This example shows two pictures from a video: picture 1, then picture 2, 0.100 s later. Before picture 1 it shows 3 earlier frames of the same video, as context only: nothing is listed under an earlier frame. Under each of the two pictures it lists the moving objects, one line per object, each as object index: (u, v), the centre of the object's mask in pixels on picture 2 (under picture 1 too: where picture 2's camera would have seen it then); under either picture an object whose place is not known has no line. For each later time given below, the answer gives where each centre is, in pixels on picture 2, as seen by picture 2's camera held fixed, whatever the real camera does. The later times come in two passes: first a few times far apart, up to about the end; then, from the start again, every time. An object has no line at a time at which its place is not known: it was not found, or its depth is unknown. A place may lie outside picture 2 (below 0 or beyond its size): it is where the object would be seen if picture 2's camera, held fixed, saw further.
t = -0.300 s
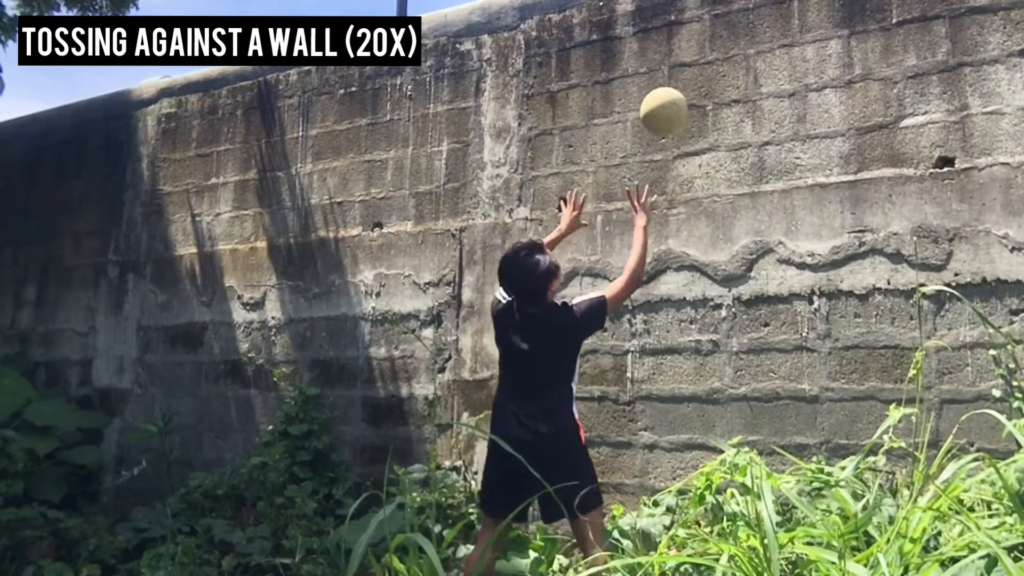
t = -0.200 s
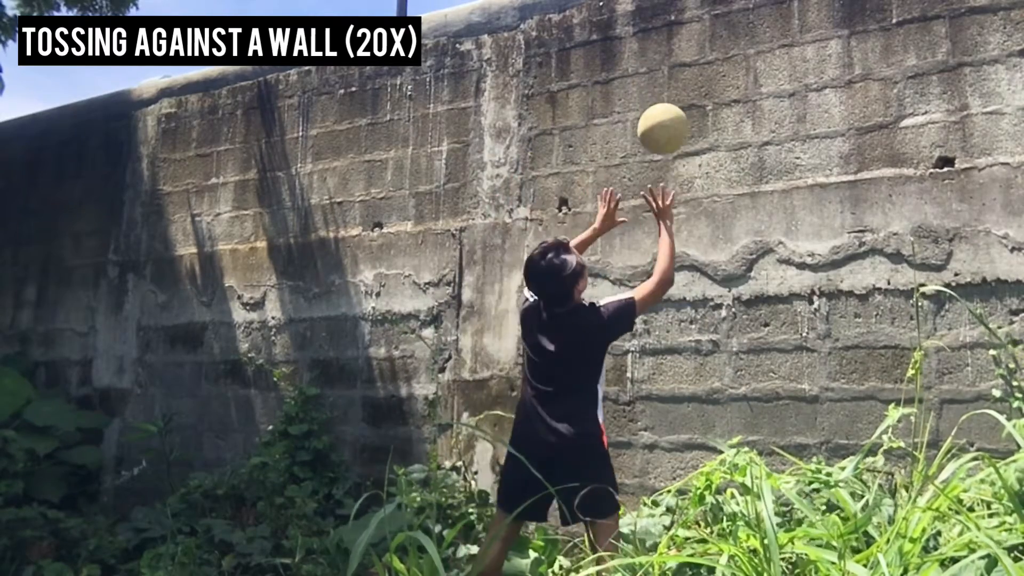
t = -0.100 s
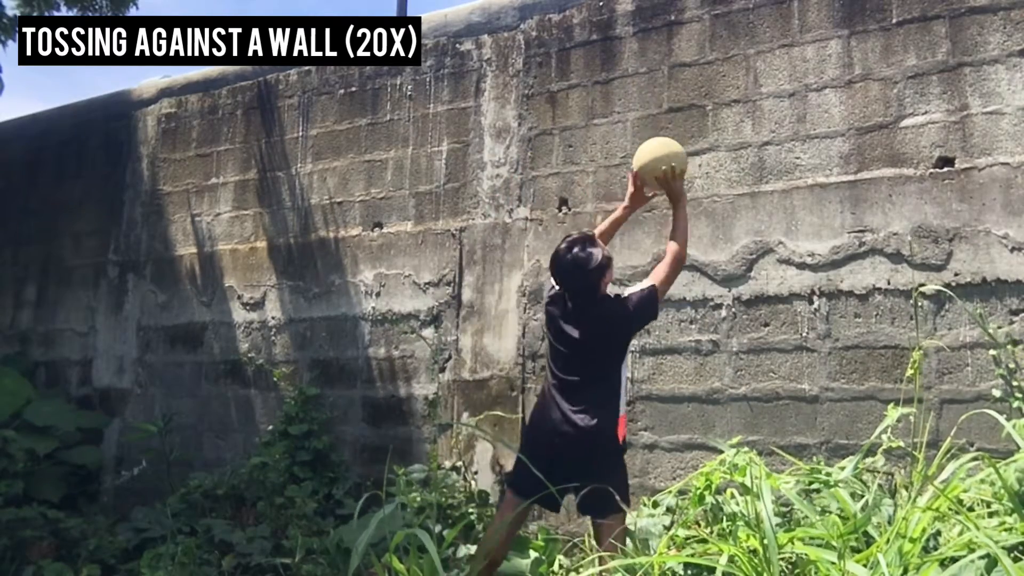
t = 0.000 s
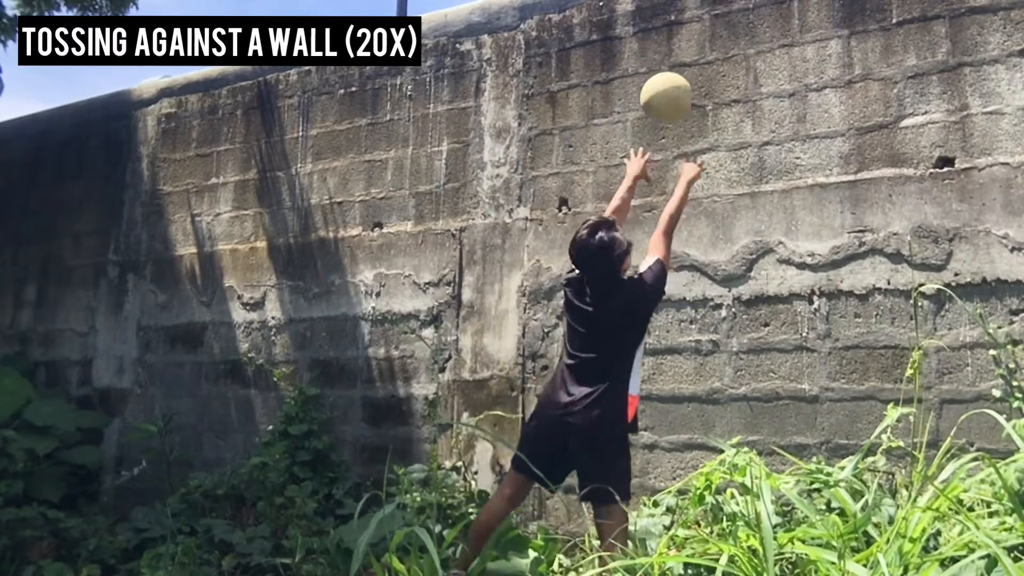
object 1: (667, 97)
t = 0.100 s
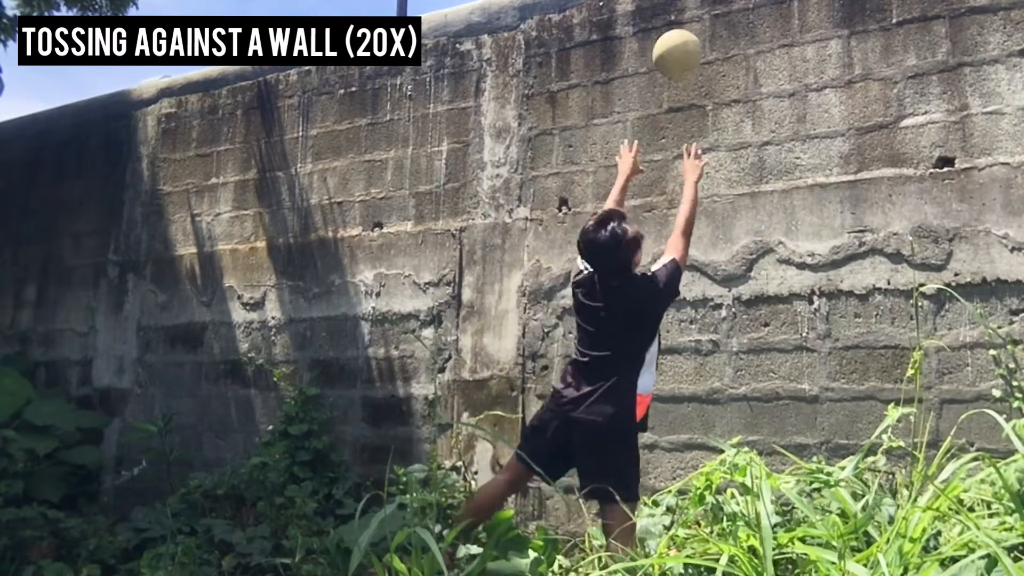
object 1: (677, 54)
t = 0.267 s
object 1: (693, 35)
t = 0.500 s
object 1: (673, 59)
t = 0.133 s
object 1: (681, 45)
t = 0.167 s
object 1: (684, 39)
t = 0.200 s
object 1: (687, 36)
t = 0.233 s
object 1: (690, 34)
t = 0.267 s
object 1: (693, 35)
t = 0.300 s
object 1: (696, 38)
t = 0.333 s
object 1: (694, 38)
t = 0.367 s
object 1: (691, 38)
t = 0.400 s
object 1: (686, 39)
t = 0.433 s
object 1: (682, 43)
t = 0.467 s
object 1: (678, 49)
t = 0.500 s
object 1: (673, 59)
